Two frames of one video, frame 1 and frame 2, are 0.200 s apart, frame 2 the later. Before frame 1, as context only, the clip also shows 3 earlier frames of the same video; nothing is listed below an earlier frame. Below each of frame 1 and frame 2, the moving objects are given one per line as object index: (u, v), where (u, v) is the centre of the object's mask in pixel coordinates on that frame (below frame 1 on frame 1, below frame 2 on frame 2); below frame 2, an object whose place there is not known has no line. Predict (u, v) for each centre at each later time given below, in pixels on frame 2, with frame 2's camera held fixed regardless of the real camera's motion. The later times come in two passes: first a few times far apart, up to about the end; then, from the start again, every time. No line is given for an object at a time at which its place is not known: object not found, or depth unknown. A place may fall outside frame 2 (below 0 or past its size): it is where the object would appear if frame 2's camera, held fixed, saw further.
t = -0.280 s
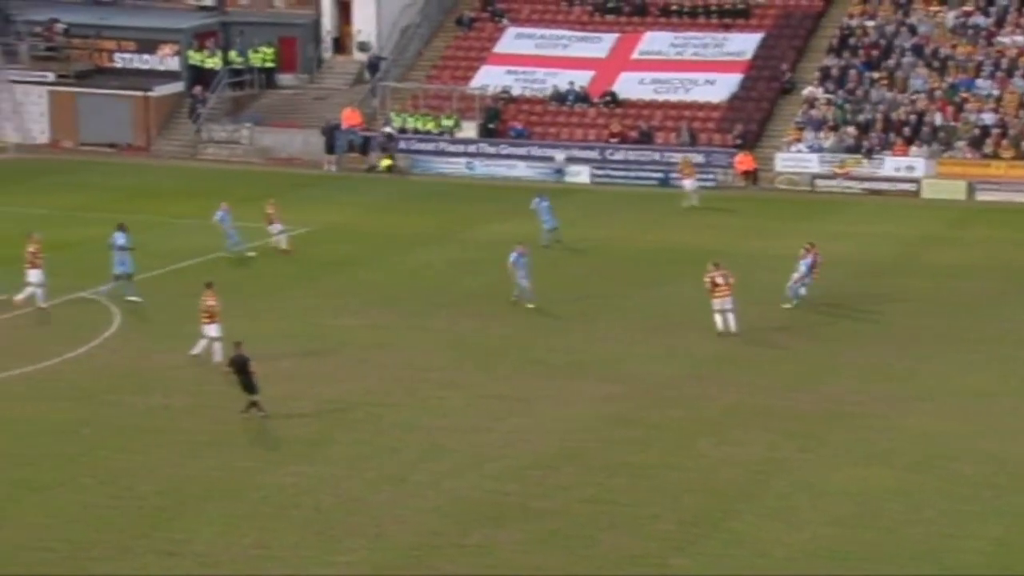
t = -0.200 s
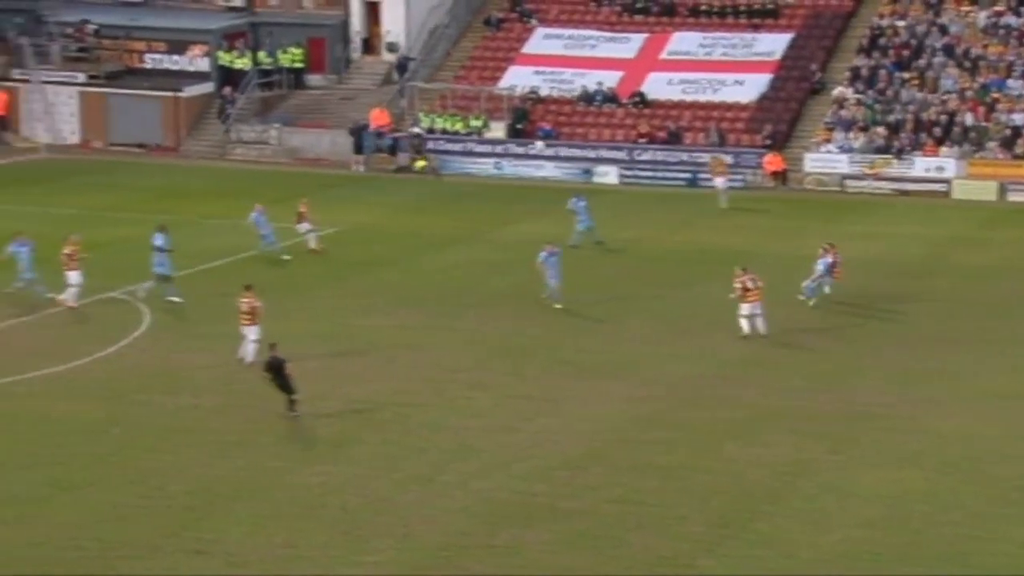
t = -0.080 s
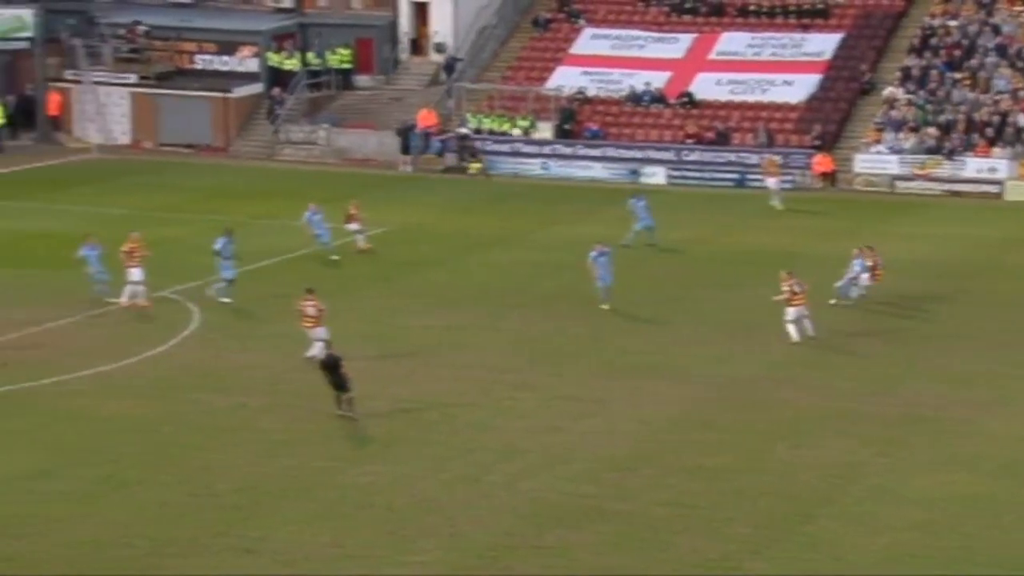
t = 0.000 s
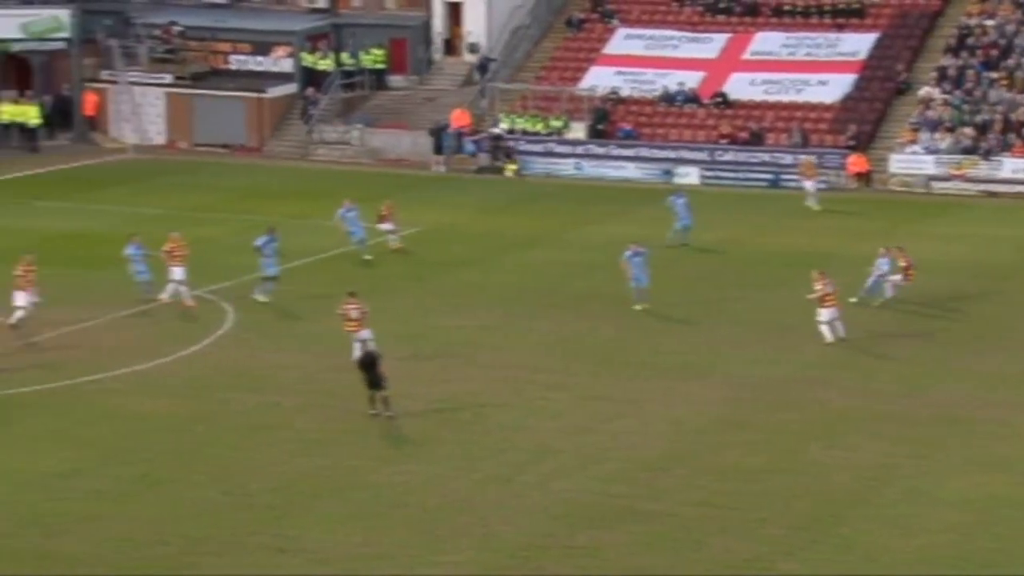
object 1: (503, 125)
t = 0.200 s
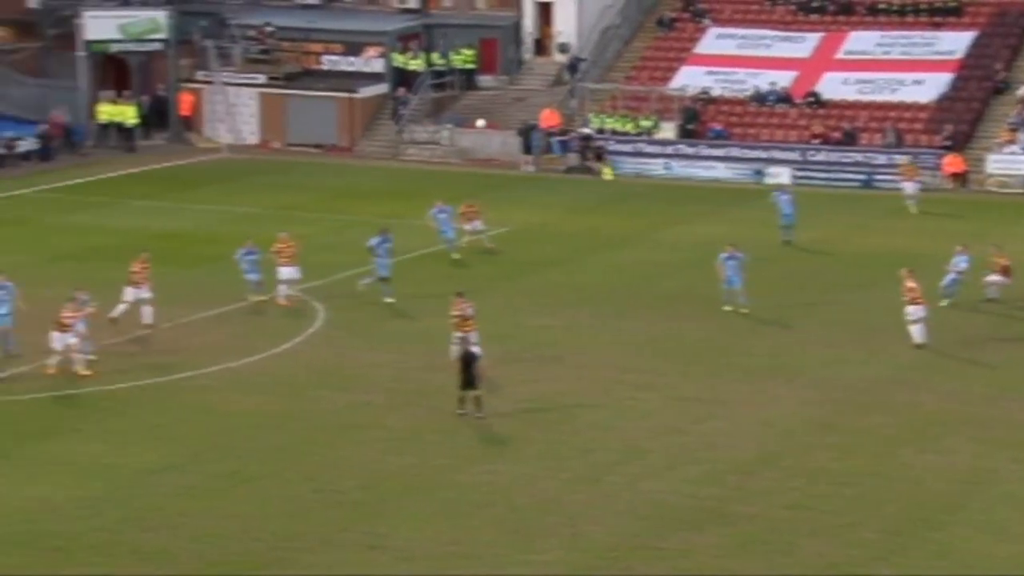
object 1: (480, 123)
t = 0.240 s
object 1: (457, 124)
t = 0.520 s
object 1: (303, 158)
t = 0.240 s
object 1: (457, 124)
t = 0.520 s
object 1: (303, 158)
